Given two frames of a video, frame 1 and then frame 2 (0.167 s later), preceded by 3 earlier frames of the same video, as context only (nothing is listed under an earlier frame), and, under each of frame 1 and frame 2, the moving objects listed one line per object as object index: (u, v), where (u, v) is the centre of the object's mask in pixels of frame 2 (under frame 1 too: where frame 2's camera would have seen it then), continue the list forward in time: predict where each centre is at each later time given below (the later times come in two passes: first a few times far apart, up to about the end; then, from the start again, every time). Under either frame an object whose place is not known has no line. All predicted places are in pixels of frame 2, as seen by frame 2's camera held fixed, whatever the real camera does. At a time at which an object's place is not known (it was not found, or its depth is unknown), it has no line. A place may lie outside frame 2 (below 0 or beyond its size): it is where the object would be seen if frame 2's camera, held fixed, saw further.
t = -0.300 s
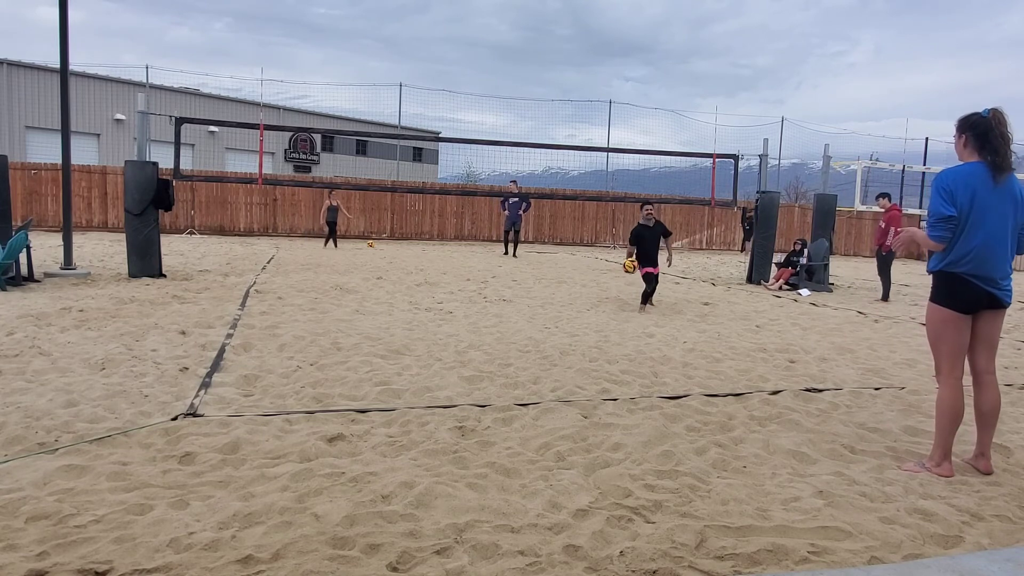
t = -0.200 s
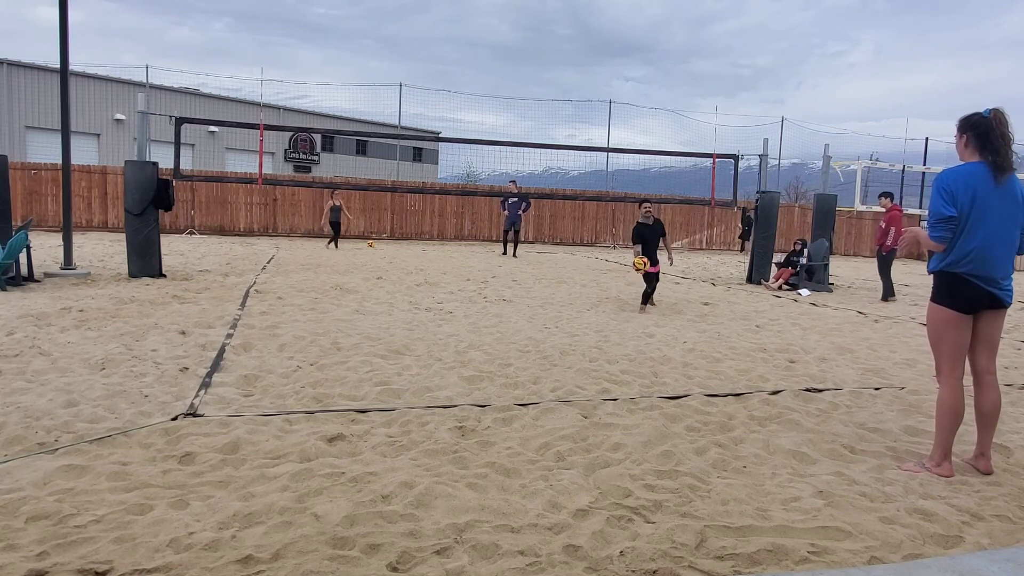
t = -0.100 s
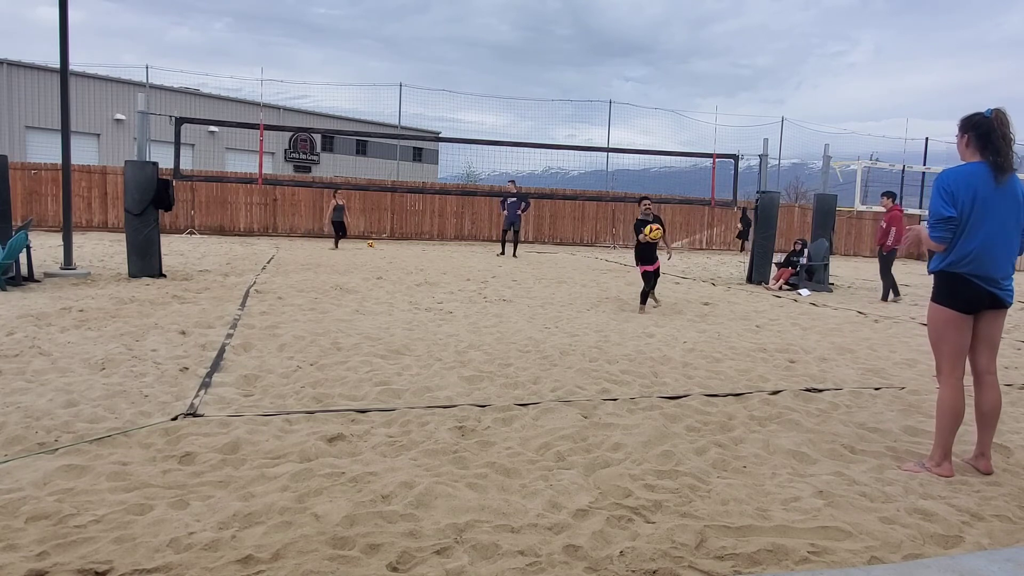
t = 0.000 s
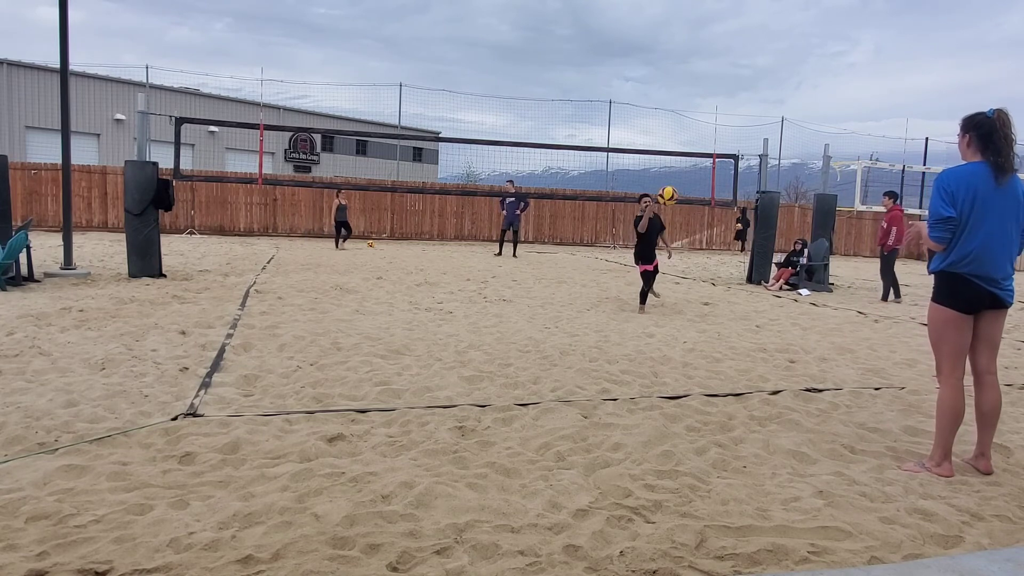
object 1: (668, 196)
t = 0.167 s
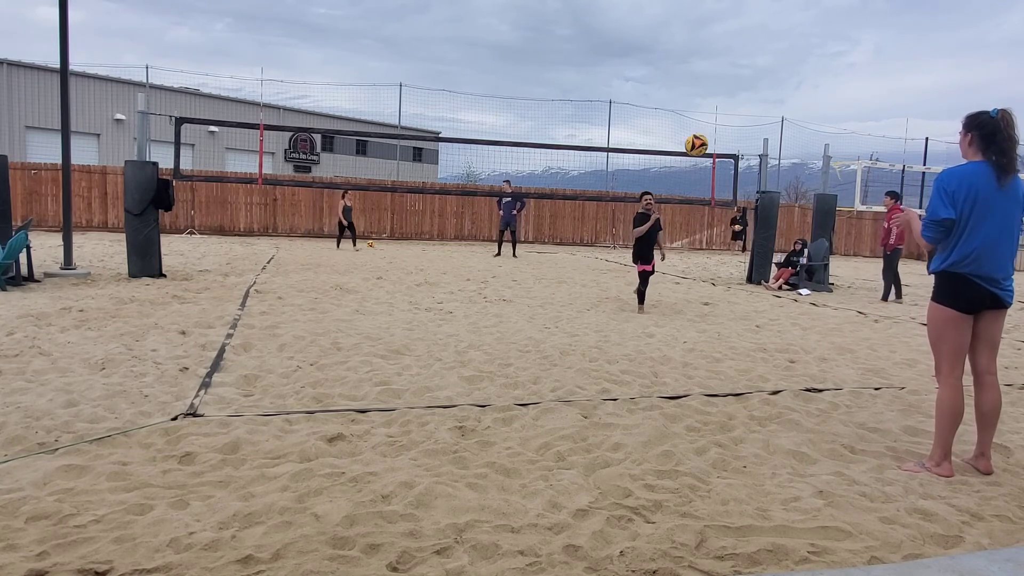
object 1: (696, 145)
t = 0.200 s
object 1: (703, 137)
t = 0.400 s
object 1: (751, 106)
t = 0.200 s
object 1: (703, 137)
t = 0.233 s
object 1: (710, 129)
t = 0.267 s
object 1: (717, 122)
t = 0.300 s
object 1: (725, 116)
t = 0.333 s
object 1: (733, 112)
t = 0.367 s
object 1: (742, 108)
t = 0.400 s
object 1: (751, 106)
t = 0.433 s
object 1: (760, 106)
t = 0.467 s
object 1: (771, 106)
